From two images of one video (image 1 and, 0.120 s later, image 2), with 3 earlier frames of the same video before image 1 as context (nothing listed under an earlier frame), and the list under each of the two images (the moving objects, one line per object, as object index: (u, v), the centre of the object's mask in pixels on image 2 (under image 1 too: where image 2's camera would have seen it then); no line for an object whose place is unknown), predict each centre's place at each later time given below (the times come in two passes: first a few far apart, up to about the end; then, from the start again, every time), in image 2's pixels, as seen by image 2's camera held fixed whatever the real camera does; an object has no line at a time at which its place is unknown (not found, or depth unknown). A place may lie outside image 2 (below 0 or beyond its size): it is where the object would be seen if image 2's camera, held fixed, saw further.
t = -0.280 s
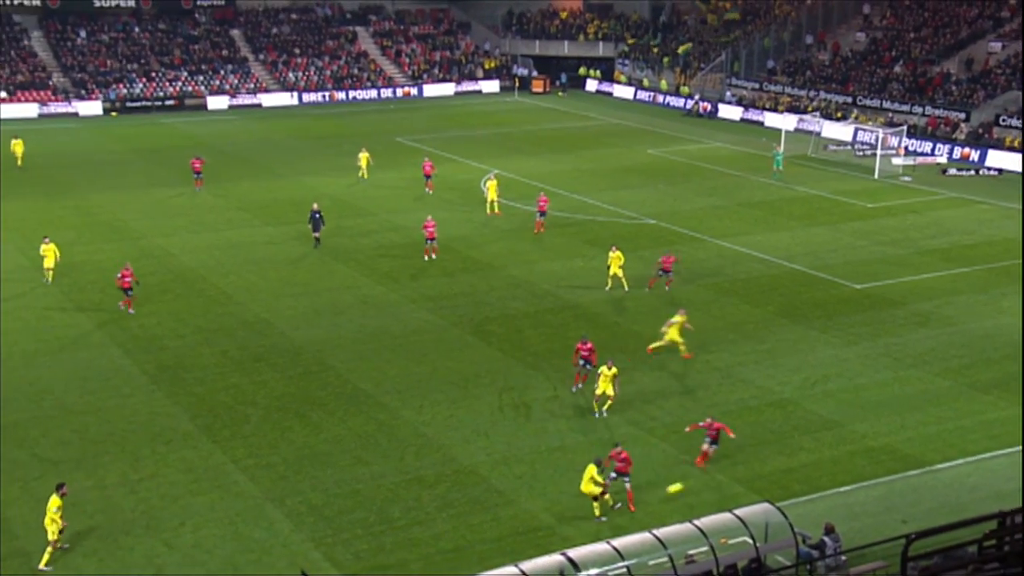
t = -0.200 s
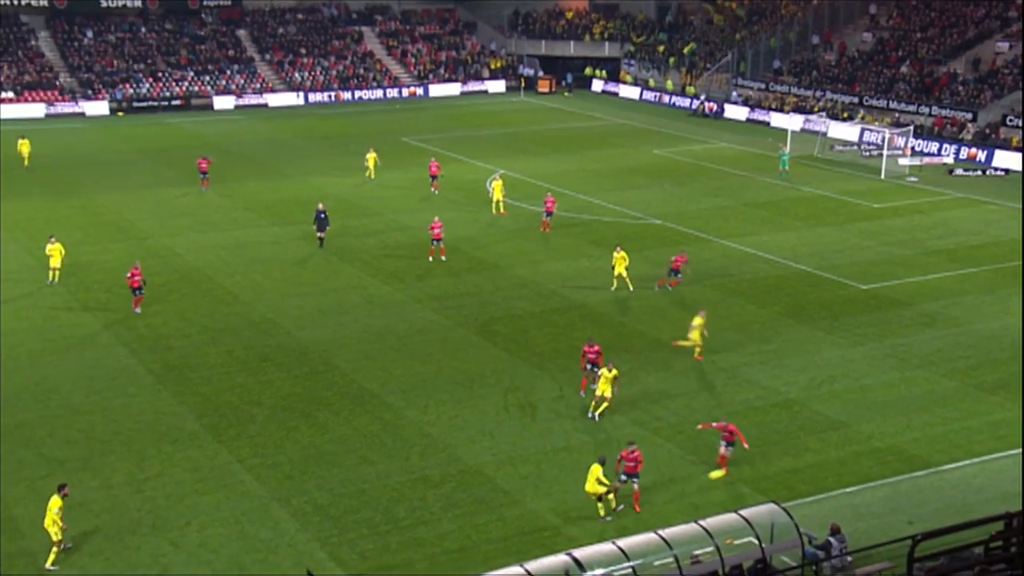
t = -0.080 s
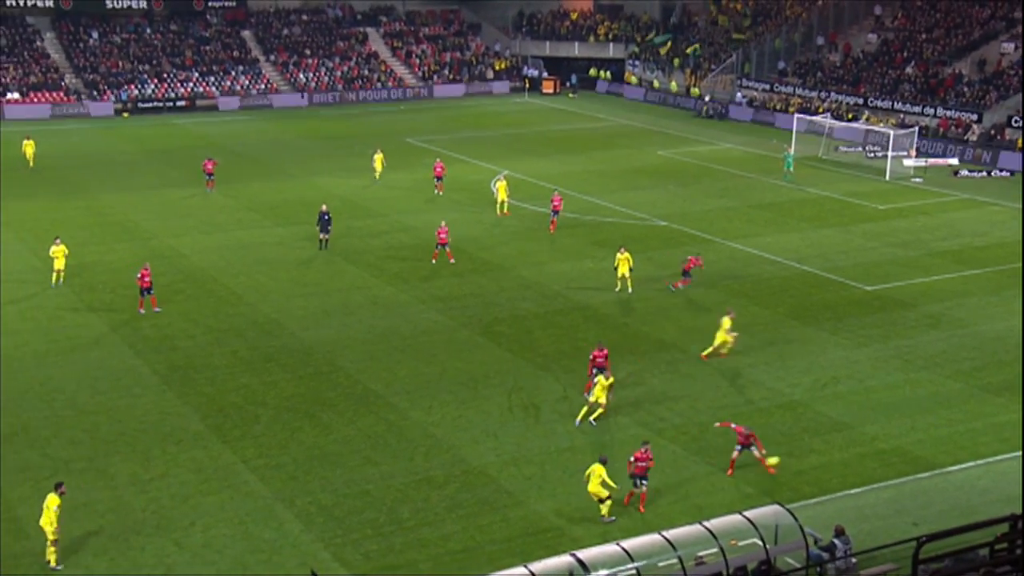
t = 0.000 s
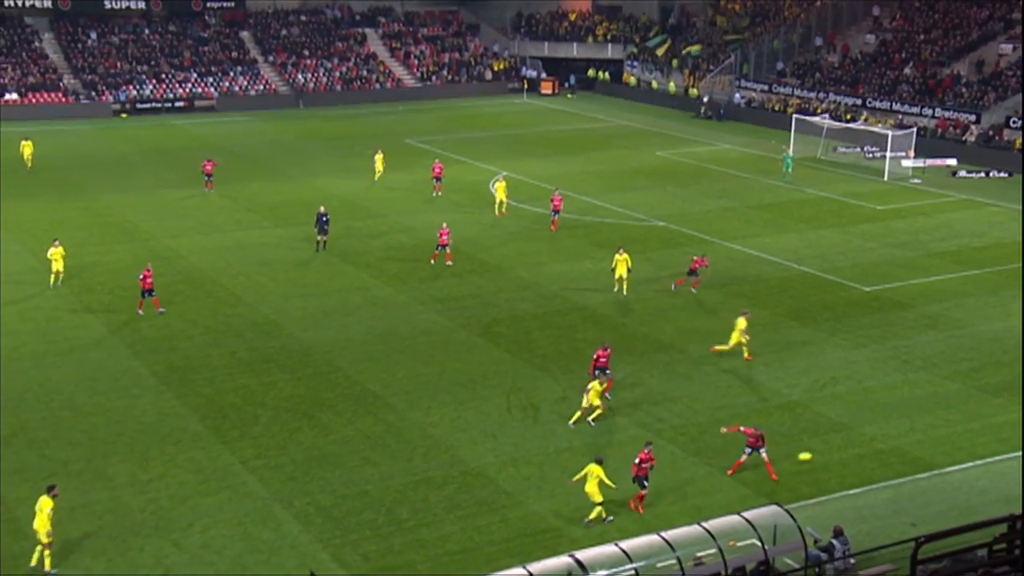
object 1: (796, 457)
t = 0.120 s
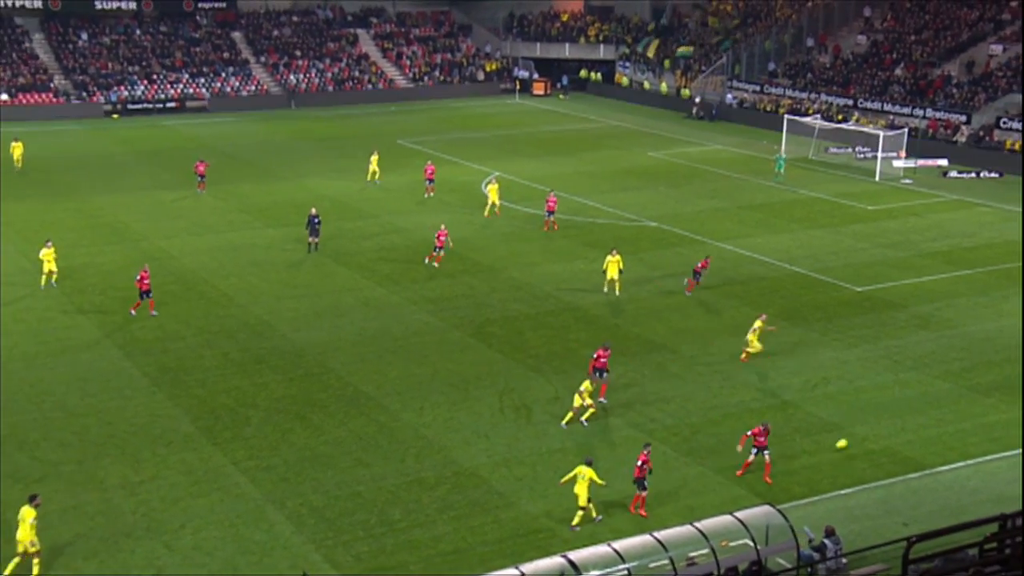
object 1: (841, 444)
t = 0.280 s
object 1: (894, 427)
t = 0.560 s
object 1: (972, 405)
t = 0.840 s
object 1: (1032, 386)
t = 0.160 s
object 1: (855, 439)
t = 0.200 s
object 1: (869, 434)
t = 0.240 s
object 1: (882, 430)
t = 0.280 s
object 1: (894, 427)
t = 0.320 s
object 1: (907, 424)
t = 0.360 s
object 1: (919, 422)
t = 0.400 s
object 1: (930, 421)
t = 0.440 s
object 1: (941, 415)
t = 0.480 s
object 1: (951, 412)
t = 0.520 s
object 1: (961, 408)
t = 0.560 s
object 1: (972, 405)
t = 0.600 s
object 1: (981, 402)
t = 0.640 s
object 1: (990, 401)
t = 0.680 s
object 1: (999, 399)
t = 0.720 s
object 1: (1008, 396)
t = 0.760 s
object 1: (1016, 392)
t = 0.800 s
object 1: (1024, 389)
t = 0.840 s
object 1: (1032, 386)
